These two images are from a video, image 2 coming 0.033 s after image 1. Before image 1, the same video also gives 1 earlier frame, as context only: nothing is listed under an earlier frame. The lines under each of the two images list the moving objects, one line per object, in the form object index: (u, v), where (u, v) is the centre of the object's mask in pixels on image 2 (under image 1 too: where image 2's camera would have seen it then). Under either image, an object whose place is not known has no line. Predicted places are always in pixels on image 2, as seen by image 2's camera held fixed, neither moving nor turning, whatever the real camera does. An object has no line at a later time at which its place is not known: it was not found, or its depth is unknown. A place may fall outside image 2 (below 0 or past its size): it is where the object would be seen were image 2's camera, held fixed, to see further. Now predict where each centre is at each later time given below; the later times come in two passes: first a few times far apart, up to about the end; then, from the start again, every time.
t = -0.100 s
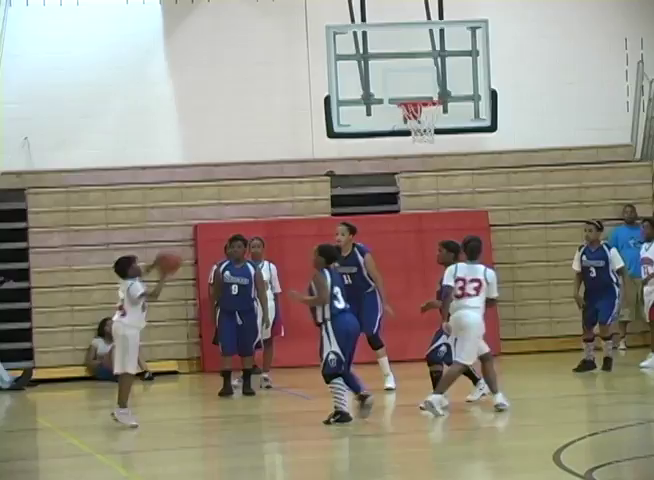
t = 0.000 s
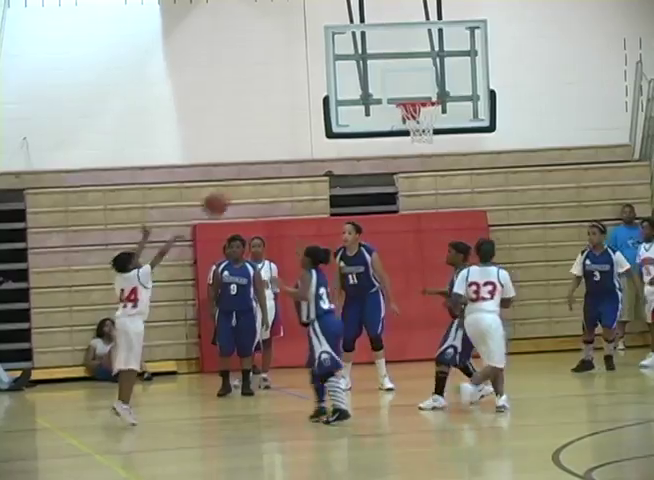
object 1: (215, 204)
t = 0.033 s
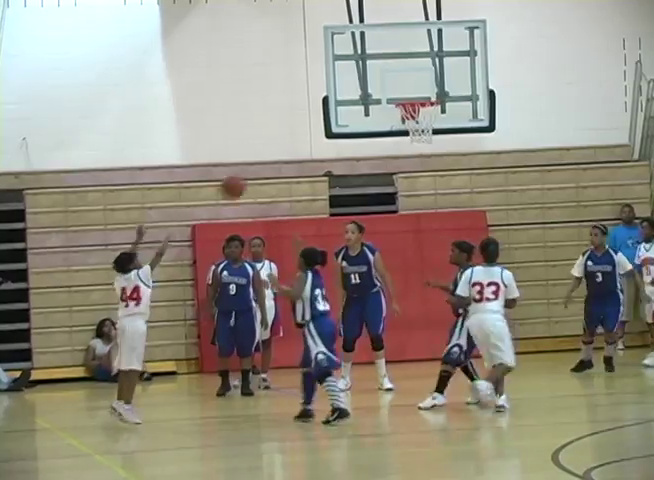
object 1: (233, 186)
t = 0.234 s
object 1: (340, 112)
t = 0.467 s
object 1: (457, 83)
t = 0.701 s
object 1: (572, 109)
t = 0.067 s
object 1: (252, 170)
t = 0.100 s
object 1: (269, 156)
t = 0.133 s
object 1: (287, 143)
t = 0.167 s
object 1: (304, 131)
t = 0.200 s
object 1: (322, 121)
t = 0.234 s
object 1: (340, 112)
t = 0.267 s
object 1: (357, 104)
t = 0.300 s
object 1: (373, 98)
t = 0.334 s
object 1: (390, 92)
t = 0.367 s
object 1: (407, 88)
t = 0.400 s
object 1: (424, 85)
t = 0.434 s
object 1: (440, 84)
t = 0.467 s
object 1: (457, 83)
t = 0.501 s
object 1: (474, 83)
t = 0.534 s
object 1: (491, 85)
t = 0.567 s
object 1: (507, 87)
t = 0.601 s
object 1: (523, 91)
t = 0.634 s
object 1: (539, 96)
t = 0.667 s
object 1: (556, 102)
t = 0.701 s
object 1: (572, 109)
